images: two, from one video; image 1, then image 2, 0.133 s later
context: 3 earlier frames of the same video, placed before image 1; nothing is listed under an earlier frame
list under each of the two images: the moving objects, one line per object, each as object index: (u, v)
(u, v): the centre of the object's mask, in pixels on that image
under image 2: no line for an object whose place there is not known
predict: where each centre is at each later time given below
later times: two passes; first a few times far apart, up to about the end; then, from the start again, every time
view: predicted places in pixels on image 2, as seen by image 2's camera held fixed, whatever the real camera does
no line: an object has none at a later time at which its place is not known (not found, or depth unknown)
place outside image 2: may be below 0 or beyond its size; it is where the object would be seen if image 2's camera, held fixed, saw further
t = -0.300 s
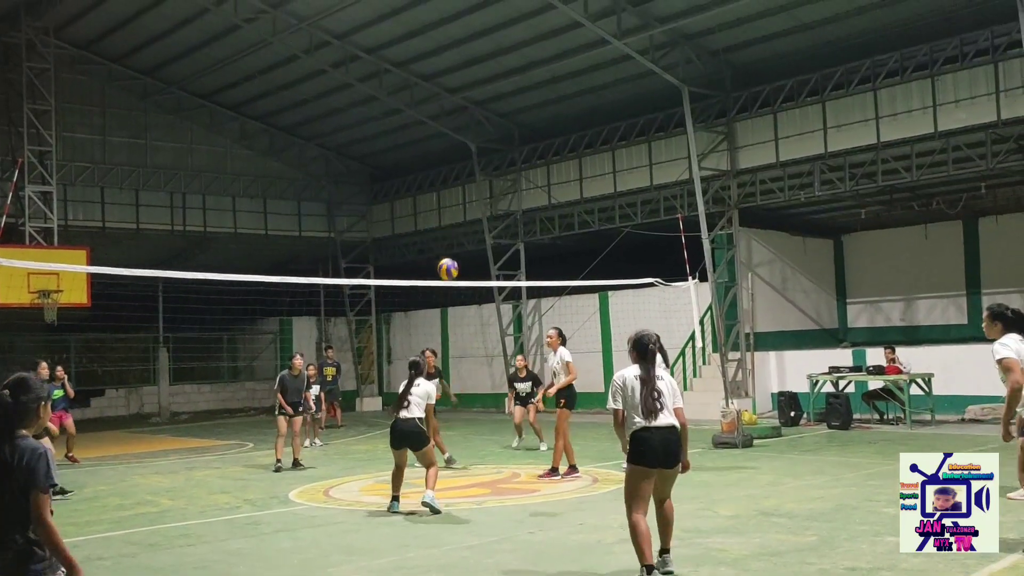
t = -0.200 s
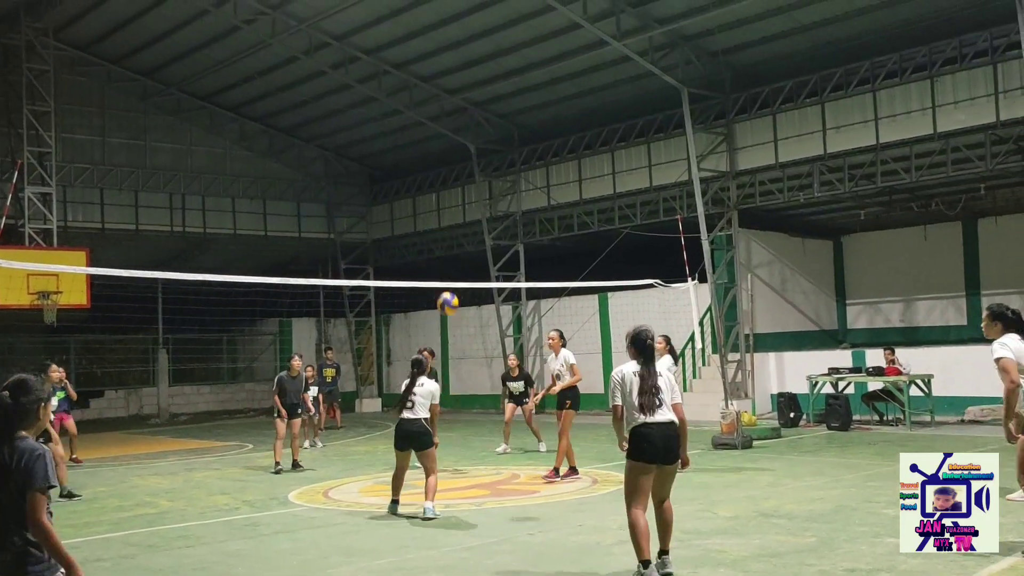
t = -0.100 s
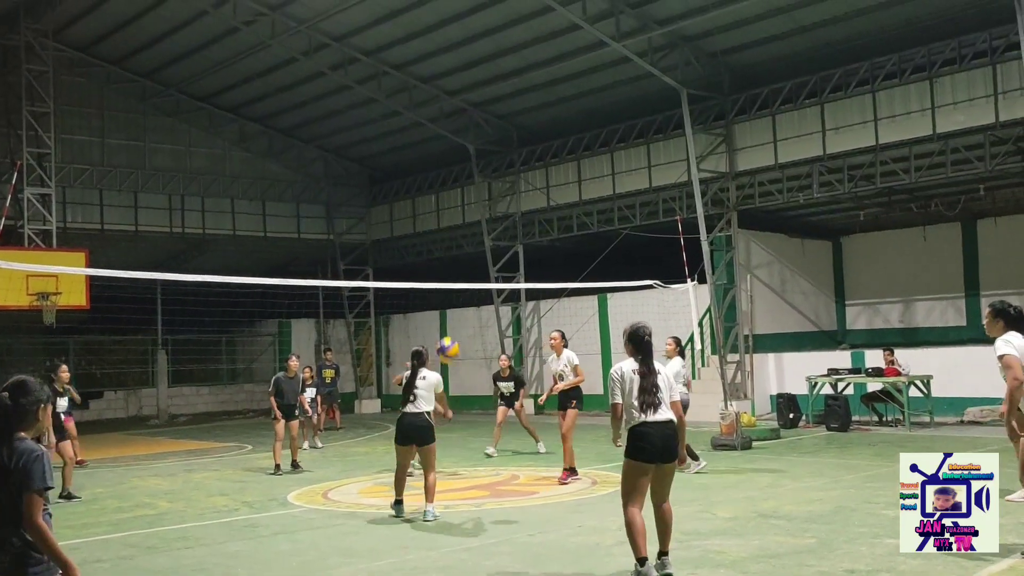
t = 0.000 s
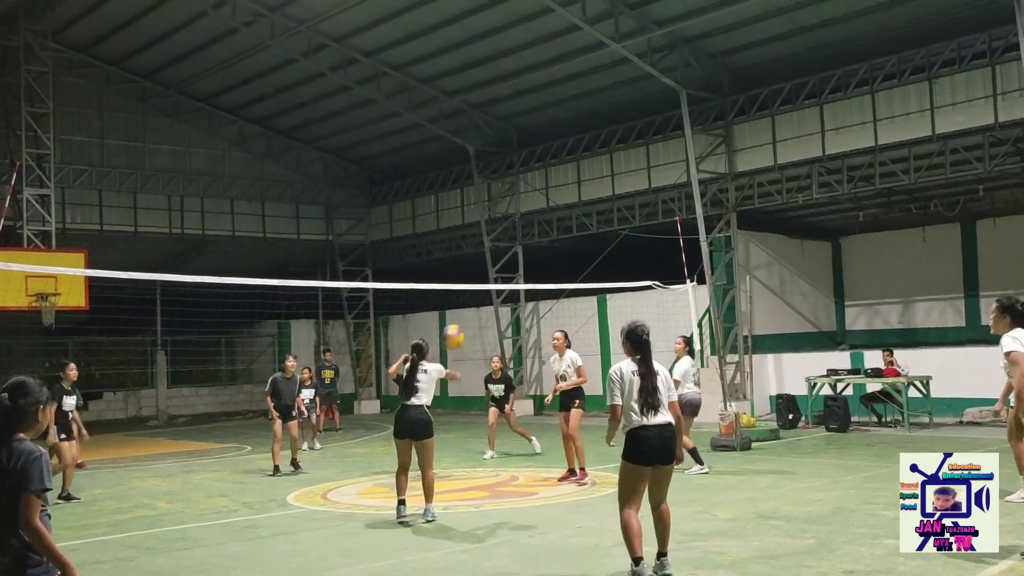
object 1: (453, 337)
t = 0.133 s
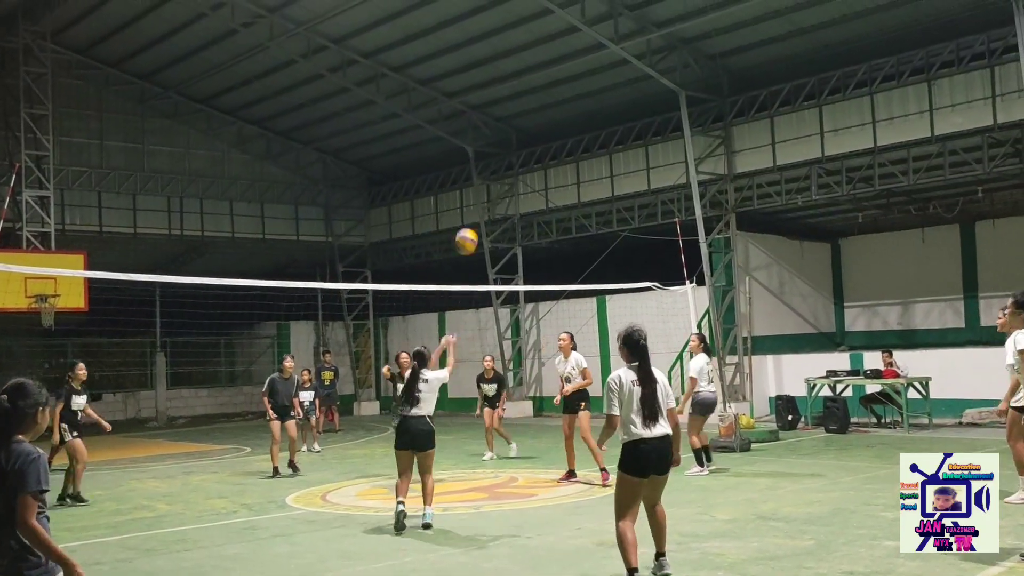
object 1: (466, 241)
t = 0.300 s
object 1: (484, 148)
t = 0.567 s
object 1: (516, 61)
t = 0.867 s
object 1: (555, 49)
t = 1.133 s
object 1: (592, 116)
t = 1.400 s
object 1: (630, 256)
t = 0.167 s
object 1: (470, 220)
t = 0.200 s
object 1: (473, 200)
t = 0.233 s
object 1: (476, 182)
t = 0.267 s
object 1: (481, 165)
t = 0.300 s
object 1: (484, 148)
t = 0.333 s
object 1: (488, 133)
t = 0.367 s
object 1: (492, 119)
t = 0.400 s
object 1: (496, 107)
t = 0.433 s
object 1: (500, 95)
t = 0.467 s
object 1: (504, 85)
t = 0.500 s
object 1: (508, 76)
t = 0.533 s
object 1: (512, 68)
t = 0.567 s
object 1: (516, 61)
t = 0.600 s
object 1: (520, 55)
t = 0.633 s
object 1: (524, 50)
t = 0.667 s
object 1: (529, 46)
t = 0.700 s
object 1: (533, 44)
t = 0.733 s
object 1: (537, 42)
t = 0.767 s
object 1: (542, 42)
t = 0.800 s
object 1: (546, 43)
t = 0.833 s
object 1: (551, 45)
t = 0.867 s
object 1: (555, 49)
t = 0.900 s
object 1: (559, 53)
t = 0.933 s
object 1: (564, 59)
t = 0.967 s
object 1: (569, 66)
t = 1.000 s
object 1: (573, 73)
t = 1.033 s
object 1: (578, 82)
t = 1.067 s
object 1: (583, 92)
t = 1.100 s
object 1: (588, 104)
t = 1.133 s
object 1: (592, 116)
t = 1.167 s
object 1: (597, 130)
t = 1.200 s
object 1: (601, 144)
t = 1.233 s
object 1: (606, 159)
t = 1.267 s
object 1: (611, 176)
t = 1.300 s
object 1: (615, 195)
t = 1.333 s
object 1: (620, 214)
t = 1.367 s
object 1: (625, 235)
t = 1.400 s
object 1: (630, 256)
